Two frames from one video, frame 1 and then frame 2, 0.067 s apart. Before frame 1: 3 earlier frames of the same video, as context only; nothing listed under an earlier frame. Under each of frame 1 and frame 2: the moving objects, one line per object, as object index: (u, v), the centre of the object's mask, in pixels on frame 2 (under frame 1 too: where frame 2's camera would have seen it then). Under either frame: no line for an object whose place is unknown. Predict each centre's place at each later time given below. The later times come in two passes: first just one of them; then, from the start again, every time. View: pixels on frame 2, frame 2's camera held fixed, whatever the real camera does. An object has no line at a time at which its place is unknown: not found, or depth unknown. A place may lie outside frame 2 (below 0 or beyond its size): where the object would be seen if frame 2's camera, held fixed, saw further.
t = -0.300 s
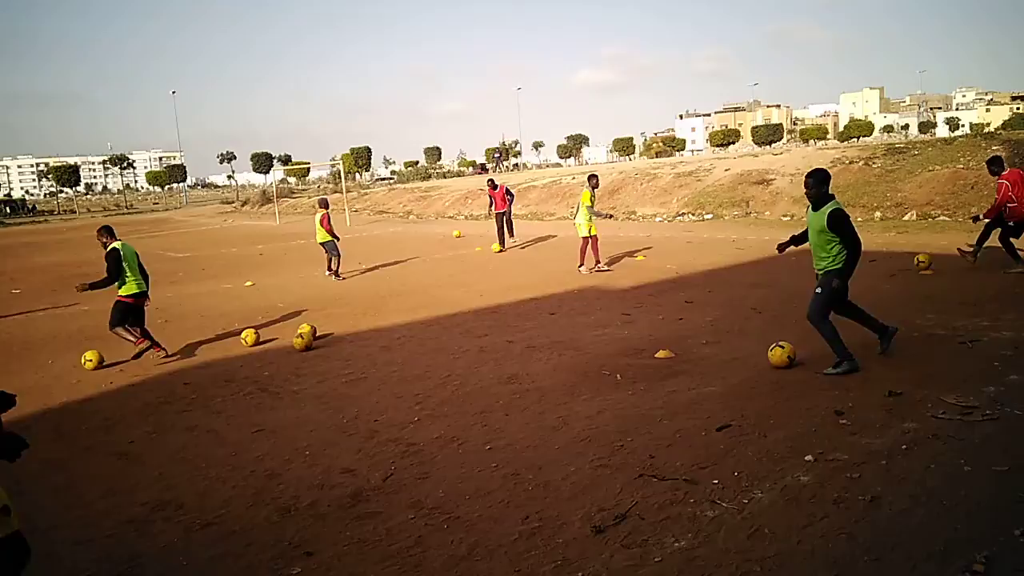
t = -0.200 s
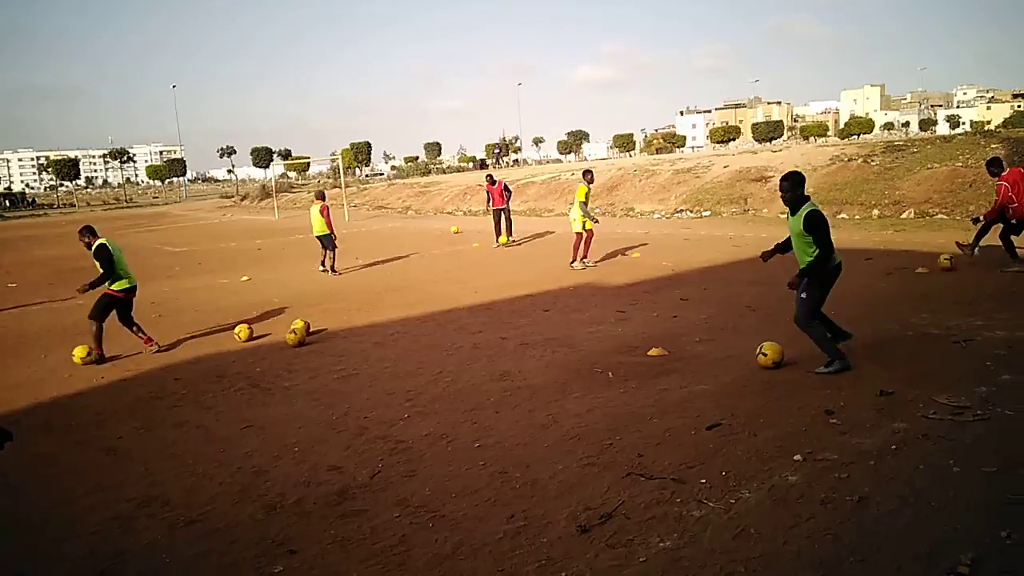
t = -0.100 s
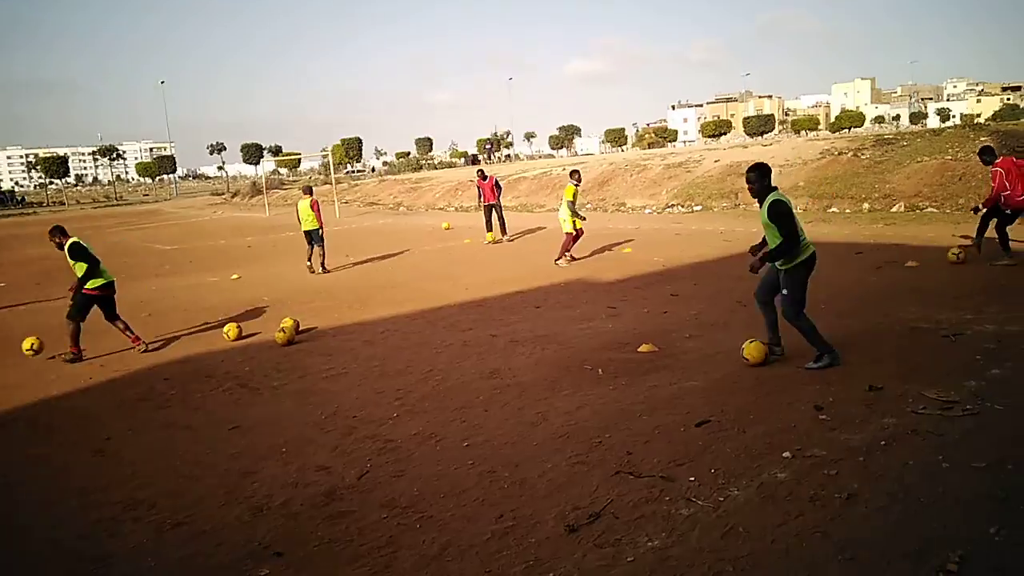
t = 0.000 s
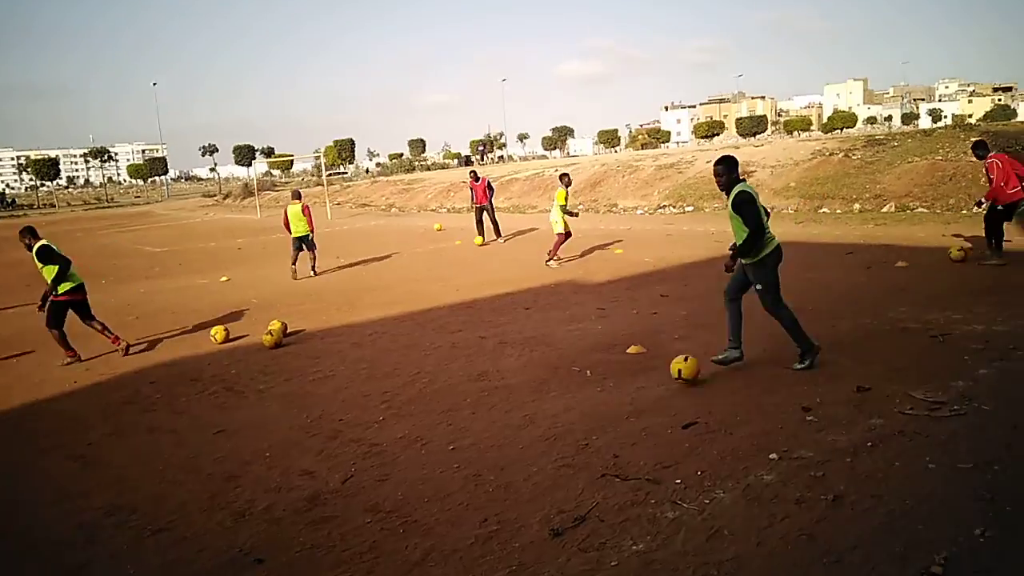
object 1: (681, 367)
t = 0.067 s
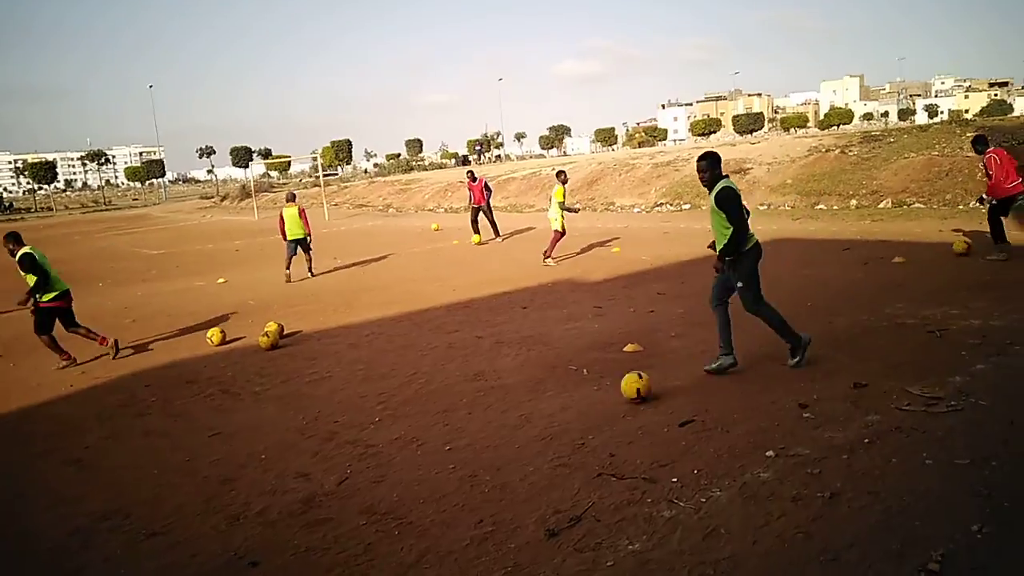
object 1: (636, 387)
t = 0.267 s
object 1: (490, 439)
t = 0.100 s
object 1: (613, 393)
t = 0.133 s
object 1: (591, 397)
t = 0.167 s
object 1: (568, 404)
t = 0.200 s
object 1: (544, 413)
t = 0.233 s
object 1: (517, 424)
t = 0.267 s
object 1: (490, 439)
